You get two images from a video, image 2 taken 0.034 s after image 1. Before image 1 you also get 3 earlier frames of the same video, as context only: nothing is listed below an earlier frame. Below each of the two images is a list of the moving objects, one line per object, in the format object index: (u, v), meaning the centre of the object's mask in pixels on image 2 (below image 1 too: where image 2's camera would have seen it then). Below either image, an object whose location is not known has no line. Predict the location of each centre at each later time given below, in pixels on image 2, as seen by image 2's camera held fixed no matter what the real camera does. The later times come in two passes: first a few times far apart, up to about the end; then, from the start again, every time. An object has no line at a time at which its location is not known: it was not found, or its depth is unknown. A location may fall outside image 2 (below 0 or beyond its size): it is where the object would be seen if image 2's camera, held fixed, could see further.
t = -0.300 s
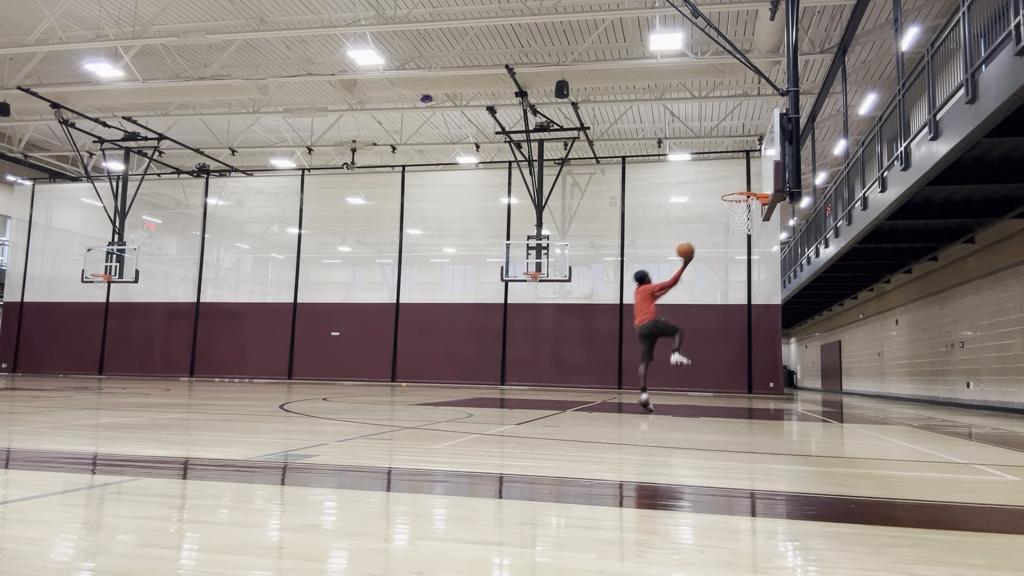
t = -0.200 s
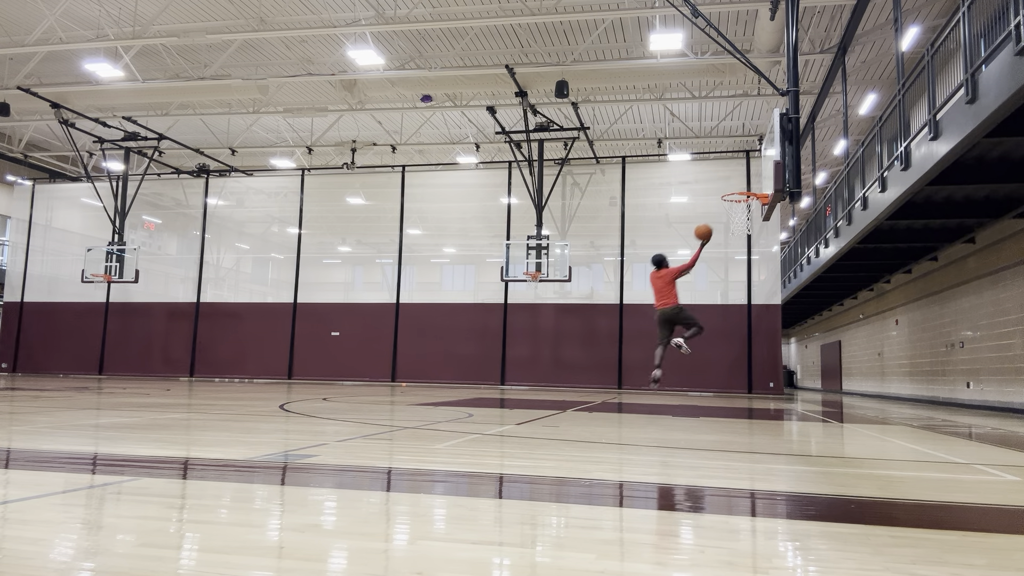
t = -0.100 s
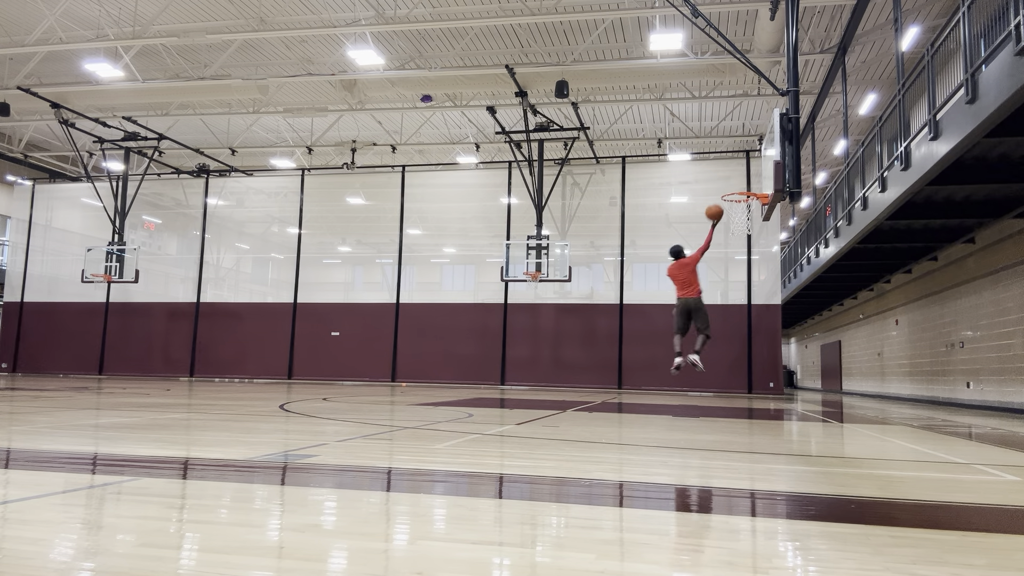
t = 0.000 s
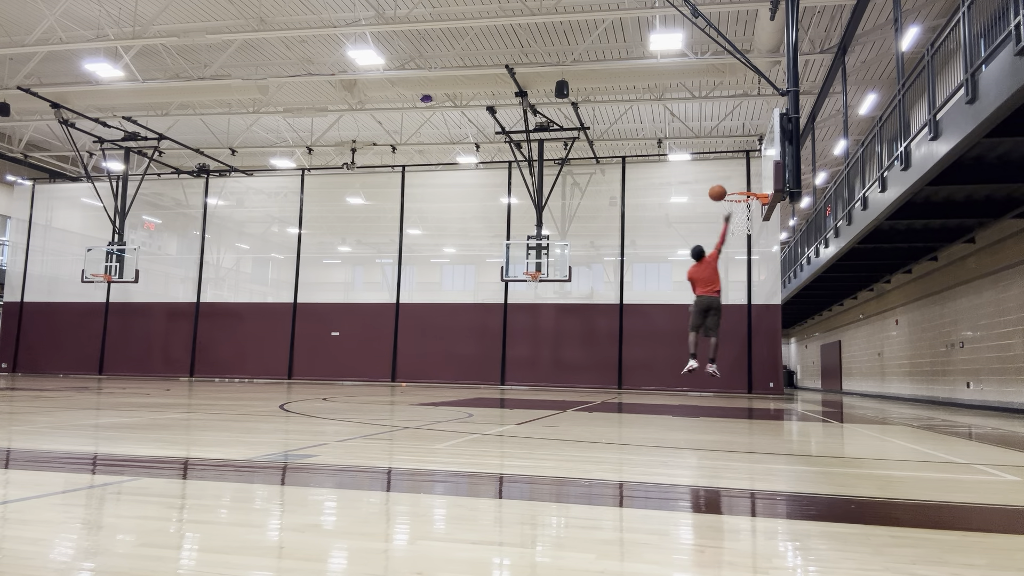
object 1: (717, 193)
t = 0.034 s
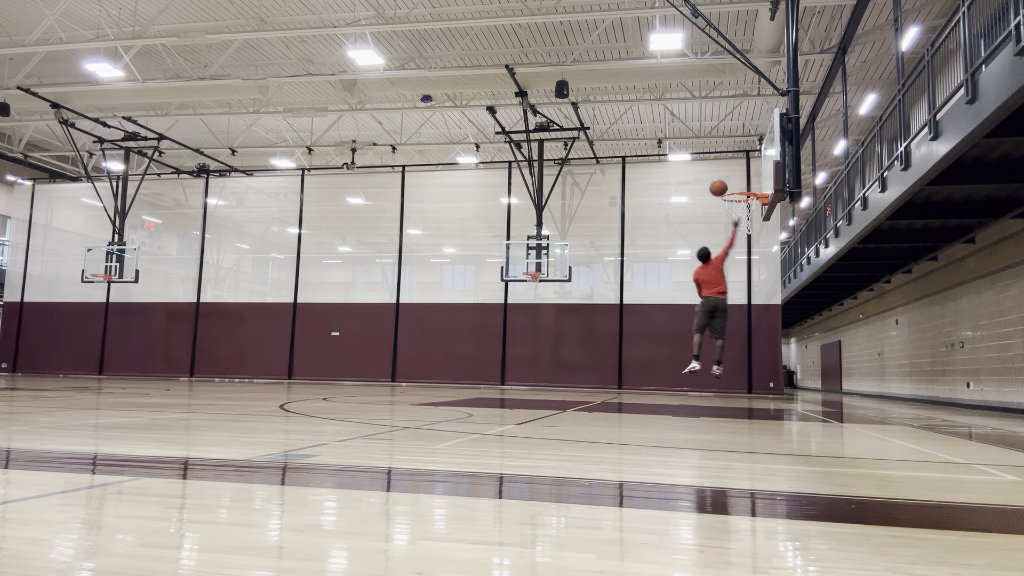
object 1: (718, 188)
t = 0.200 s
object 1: (722, 176)
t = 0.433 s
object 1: (728, 189)
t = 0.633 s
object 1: (746, 210)
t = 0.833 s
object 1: (751, 223)
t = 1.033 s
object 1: (750, 249)
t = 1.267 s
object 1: (747, 314)
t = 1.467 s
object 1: (747, 402)
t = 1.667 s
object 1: (739, 338)
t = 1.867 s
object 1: (732, 302)
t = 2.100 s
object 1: (724, 294)
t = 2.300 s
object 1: (717, 317)
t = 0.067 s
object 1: (719, 184)
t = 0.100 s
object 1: (720, 181)
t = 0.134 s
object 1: (721, 178)
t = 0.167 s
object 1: (722, 177)
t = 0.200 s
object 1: (722, 176)
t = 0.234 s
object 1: (723, 176)
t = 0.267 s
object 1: (724, 176)
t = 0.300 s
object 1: (725, 177)
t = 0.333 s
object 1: (726, 179)
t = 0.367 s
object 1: (726, 182)
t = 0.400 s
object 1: (727, 186)
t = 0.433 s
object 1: (728, 189)
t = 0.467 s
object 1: (729, 194)
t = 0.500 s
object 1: (732, 196)
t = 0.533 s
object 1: (736, 199)
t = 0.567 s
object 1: (739, 202)
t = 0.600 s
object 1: (742, 206)
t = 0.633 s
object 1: (746, 210)
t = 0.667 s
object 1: (748, 214)
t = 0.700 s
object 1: (750, 216)
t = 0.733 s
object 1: (751, 218)
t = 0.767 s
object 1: (751, 219)
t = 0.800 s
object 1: (752, 221)
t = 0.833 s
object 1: (751, 223)
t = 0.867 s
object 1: (751, 227)
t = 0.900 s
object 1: (752, 230)
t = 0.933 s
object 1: (751, 233)
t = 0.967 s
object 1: (750, 237)
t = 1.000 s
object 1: (750, 243)
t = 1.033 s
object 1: (750, 249)
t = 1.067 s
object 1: (749, 256)
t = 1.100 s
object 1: (749, 264)
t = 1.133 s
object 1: (749, 272)
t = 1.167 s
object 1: (748, 282)
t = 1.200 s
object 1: (748, 292)
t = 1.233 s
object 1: (748, 303)
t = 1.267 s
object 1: (747, 314)
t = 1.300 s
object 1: (747, 326)
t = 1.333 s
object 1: (747, 339)
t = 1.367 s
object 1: (747, 353)
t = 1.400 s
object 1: (747, 369)
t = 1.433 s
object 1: (747, 384)
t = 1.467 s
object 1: (747, 402)
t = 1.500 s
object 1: (746, 393)
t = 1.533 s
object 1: (743, 379)
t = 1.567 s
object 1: (742, 369)
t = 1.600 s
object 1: (742, 358)
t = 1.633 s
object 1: (740, 348)
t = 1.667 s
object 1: (739, 338)
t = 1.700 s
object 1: (737, 330)
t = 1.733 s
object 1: (736, 323)
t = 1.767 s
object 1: (735, 316)
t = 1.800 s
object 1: (734, 311)
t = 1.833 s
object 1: (733, 307)
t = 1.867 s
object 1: (732, 302)
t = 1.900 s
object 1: (731, 299)
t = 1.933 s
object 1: (729, 296)
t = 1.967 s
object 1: (728, 294)
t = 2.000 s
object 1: (727, 293)
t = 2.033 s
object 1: (726, 293)
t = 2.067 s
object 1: (725, 293)
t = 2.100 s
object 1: (724, 294)
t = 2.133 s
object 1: (723, 296)
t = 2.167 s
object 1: (721, 299)
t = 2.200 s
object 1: (720, 302)
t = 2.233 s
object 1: (719, 307)
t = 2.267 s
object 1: (718, 311)
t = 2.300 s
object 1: (717, 317)
